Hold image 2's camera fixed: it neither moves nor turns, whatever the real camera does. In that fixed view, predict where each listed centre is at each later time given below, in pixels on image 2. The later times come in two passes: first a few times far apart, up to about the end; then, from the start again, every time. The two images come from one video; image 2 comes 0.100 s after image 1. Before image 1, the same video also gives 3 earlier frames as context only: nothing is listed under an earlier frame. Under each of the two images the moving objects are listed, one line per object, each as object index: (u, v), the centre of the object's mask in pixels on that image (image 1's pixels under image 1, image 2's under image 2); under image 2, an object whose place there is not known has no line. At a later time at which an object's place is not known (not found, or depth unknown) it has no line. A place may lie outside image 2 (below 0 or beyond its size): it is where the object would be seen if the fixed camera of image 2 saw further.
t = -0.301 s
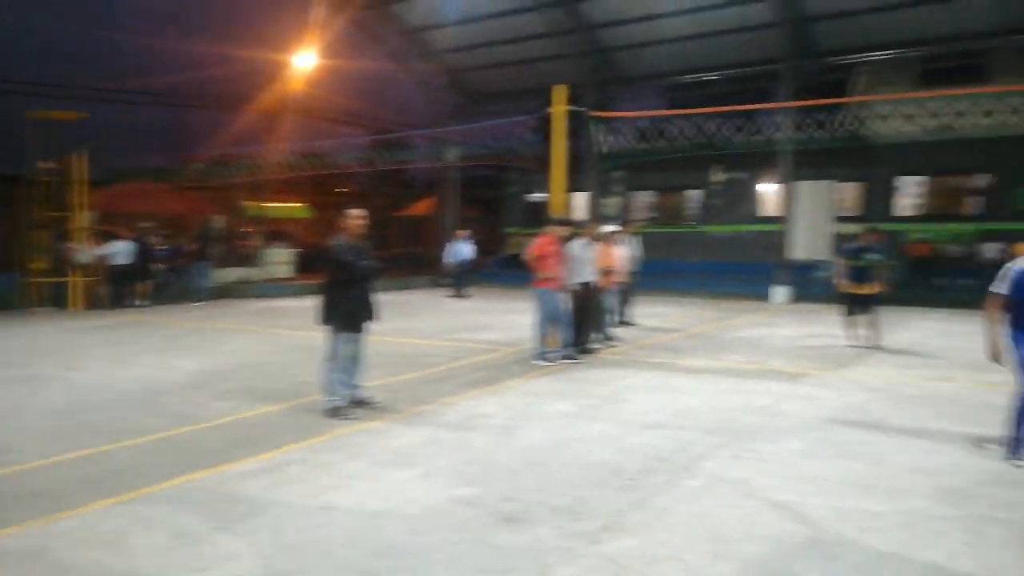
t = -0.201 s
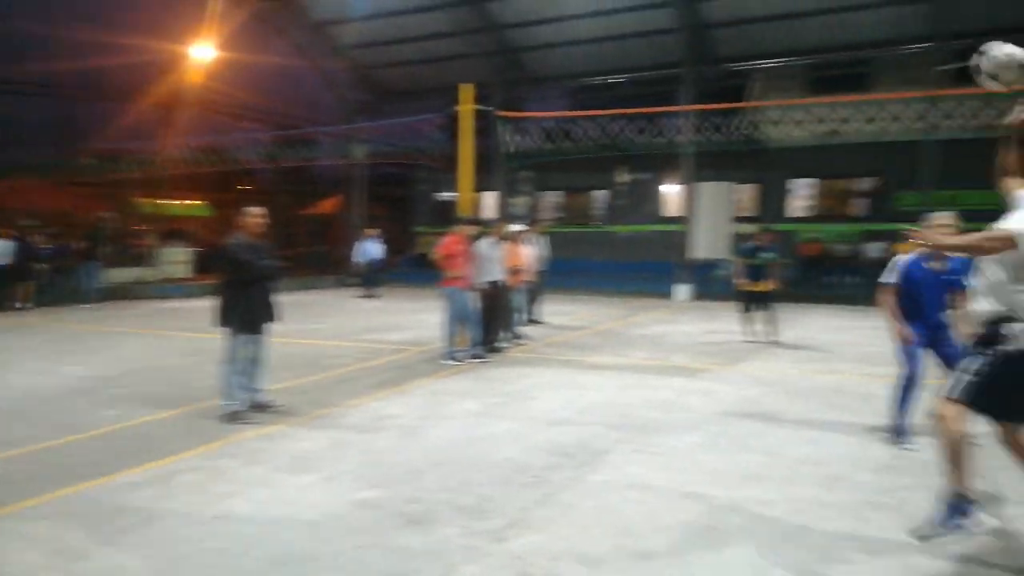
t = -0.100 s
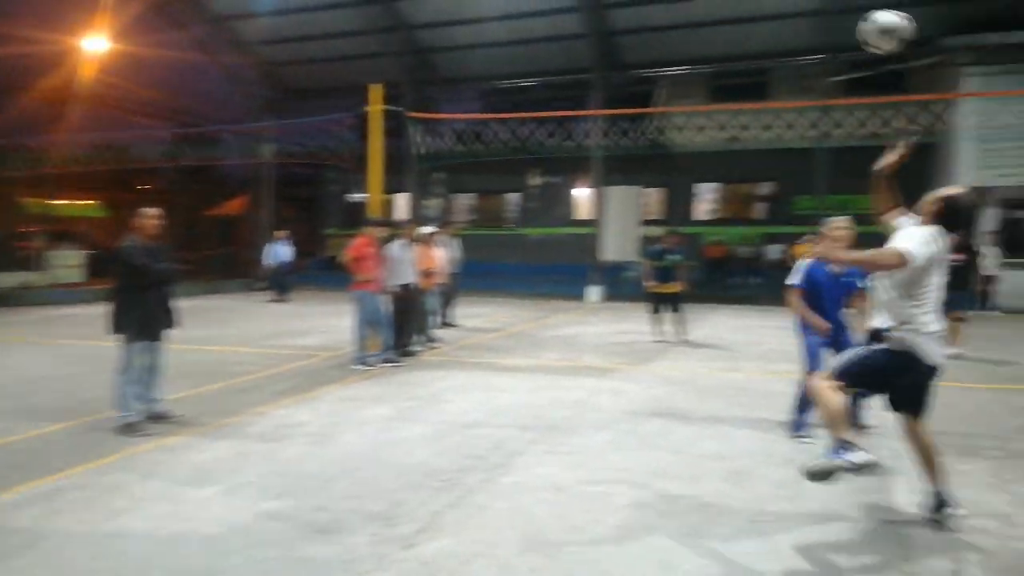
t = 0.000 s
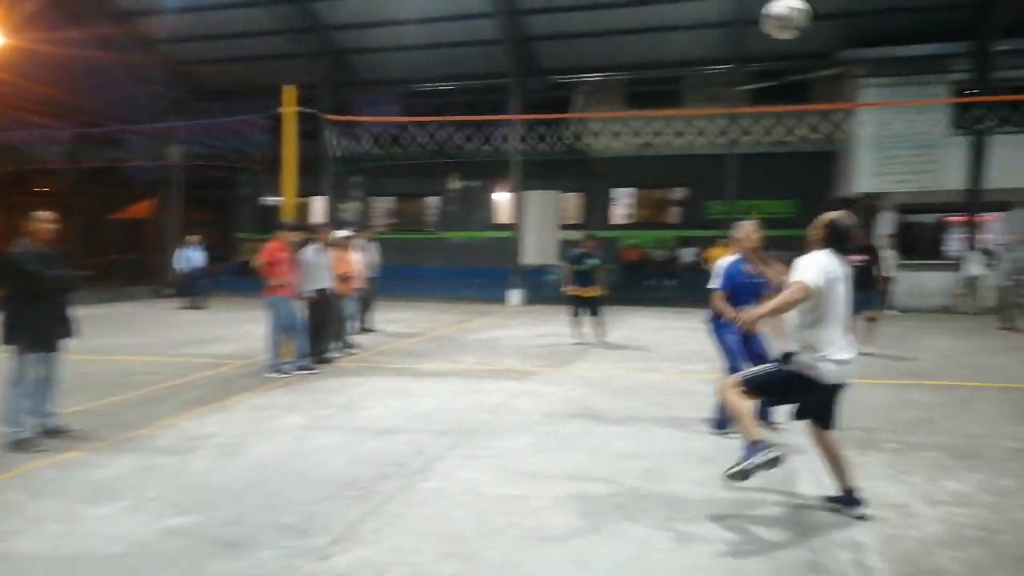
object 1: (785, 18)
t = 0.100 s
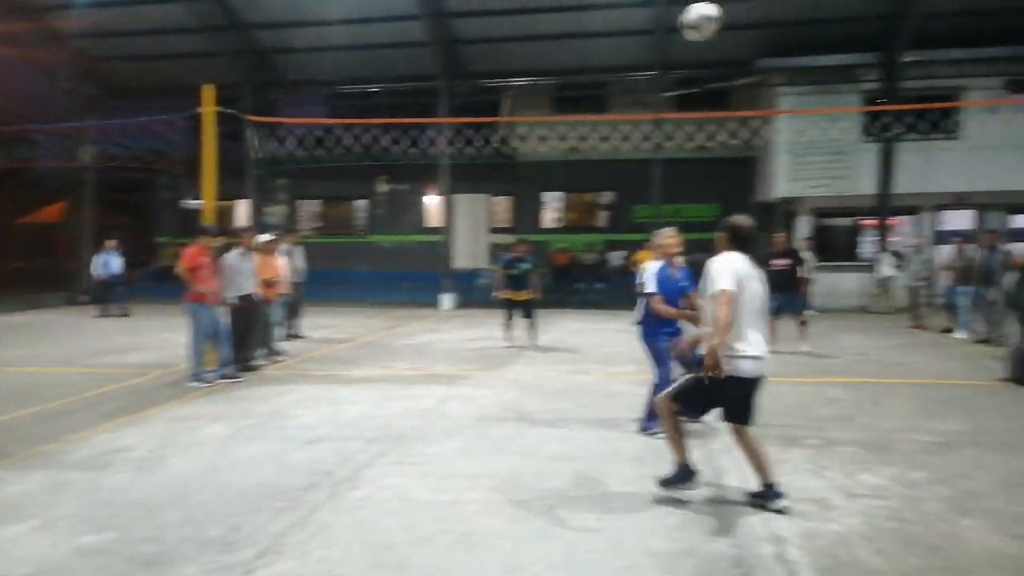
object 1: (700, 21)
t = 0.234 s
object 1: (692, 40)
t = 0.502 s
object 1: (684, 143)
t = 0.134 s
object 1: (699, 23)
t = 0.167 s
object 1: (696, 27)
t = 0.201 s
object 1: (694, 33)
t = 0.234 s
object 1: (692, 40)
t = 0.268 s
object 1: (692, 49)
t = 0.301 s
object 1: (690, 58)
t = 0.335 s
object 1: (689, 70)
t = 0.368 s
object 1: (688, 82)
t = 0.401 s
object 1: (687, 95)
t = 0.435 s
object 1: (686, 109)
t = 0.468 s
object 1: (685, 126)
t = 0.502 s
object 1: (684, 143)
